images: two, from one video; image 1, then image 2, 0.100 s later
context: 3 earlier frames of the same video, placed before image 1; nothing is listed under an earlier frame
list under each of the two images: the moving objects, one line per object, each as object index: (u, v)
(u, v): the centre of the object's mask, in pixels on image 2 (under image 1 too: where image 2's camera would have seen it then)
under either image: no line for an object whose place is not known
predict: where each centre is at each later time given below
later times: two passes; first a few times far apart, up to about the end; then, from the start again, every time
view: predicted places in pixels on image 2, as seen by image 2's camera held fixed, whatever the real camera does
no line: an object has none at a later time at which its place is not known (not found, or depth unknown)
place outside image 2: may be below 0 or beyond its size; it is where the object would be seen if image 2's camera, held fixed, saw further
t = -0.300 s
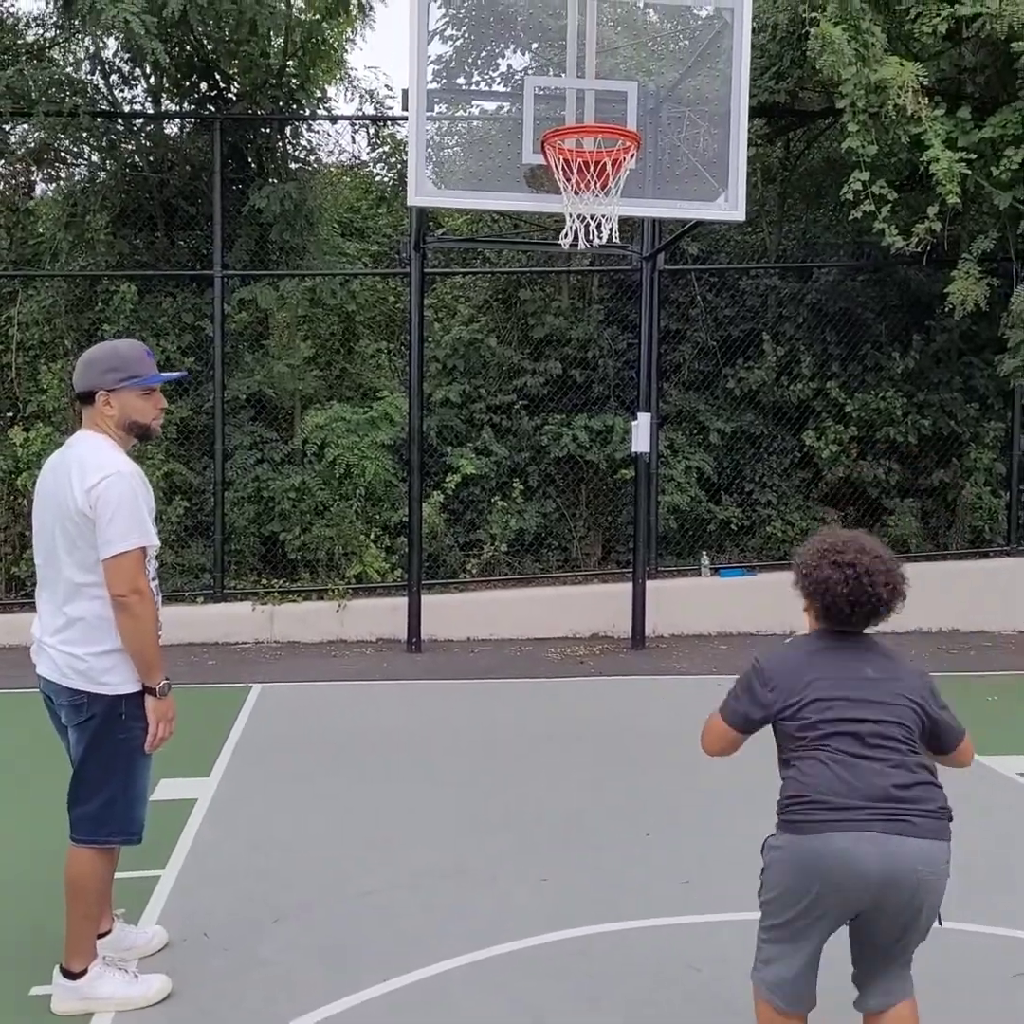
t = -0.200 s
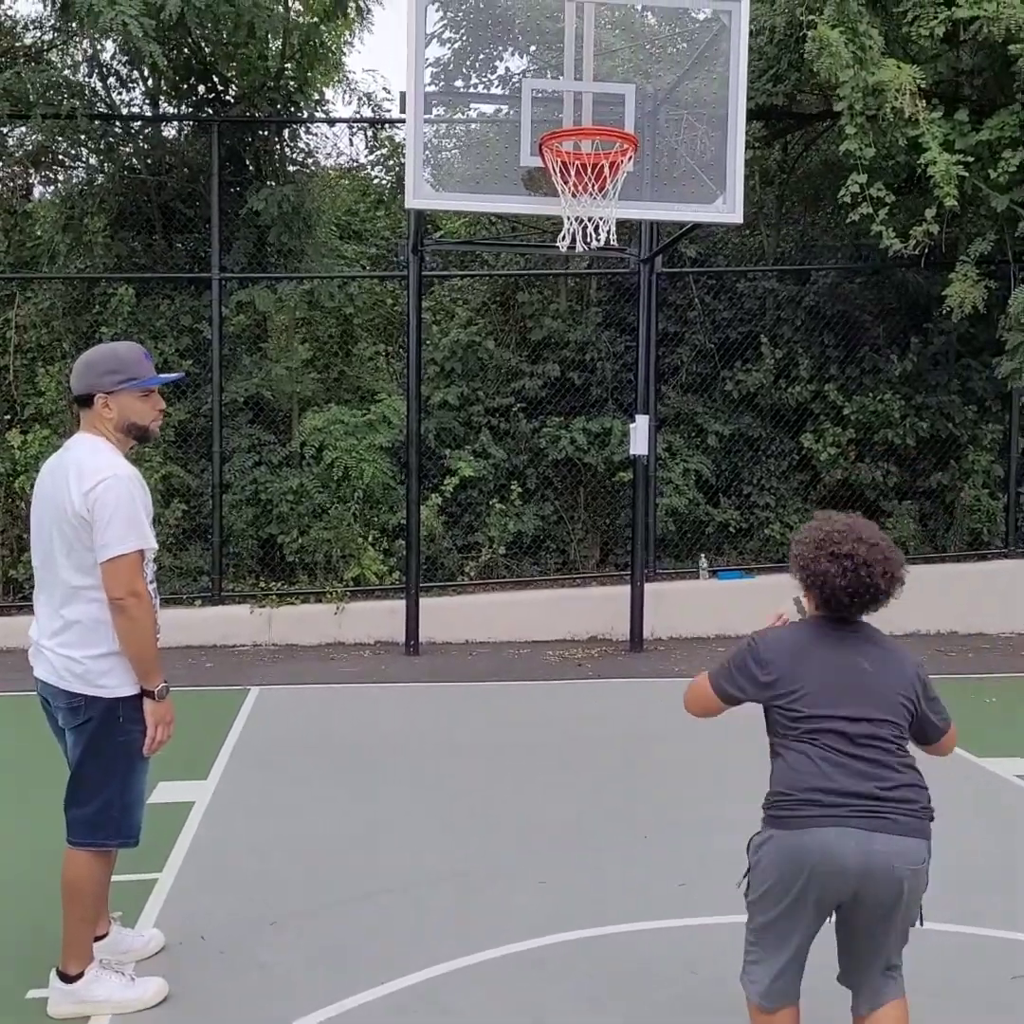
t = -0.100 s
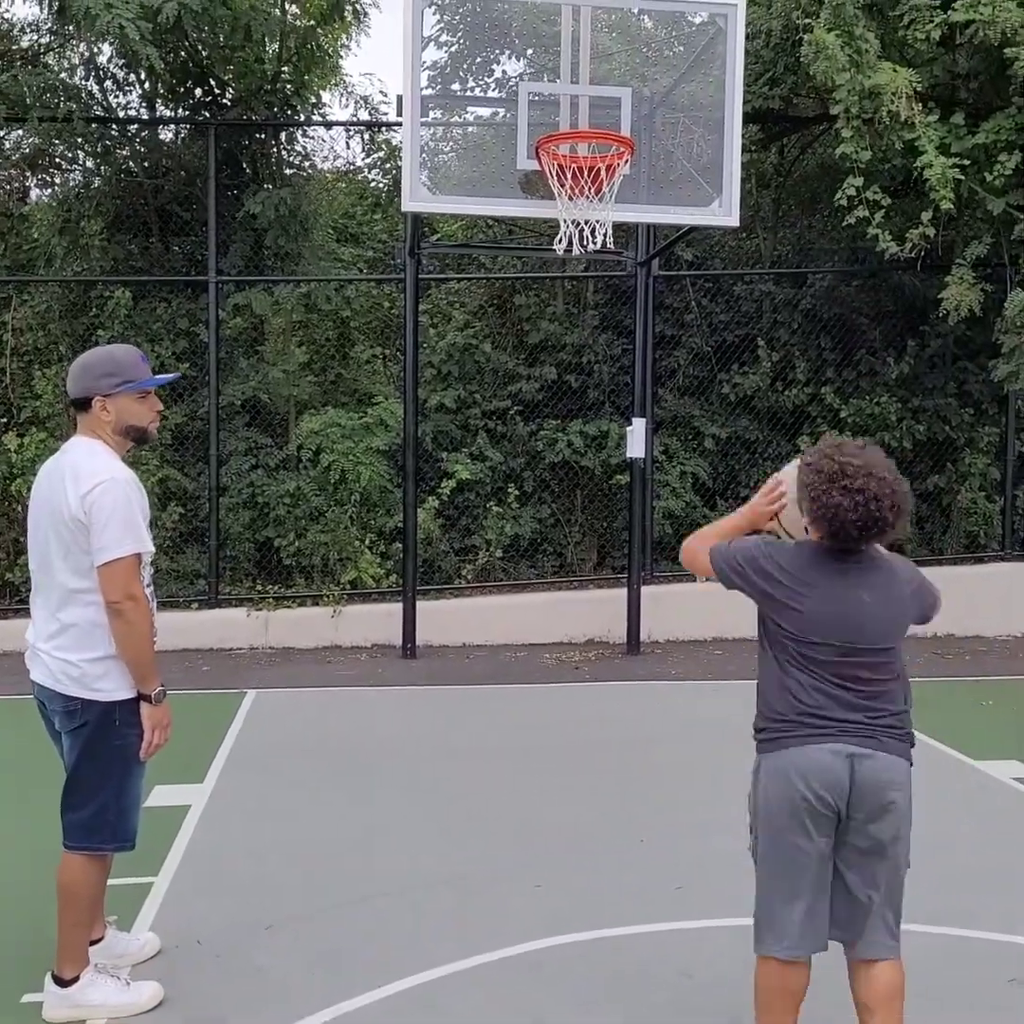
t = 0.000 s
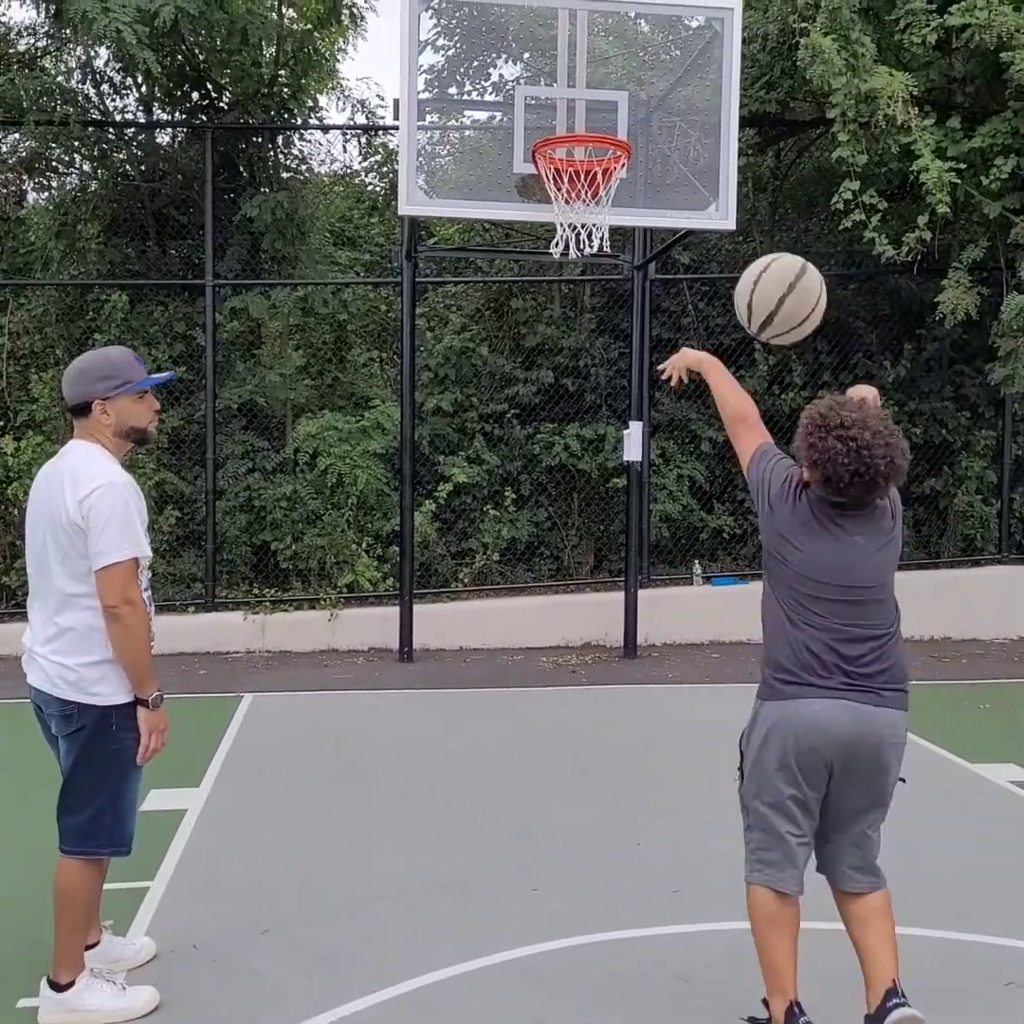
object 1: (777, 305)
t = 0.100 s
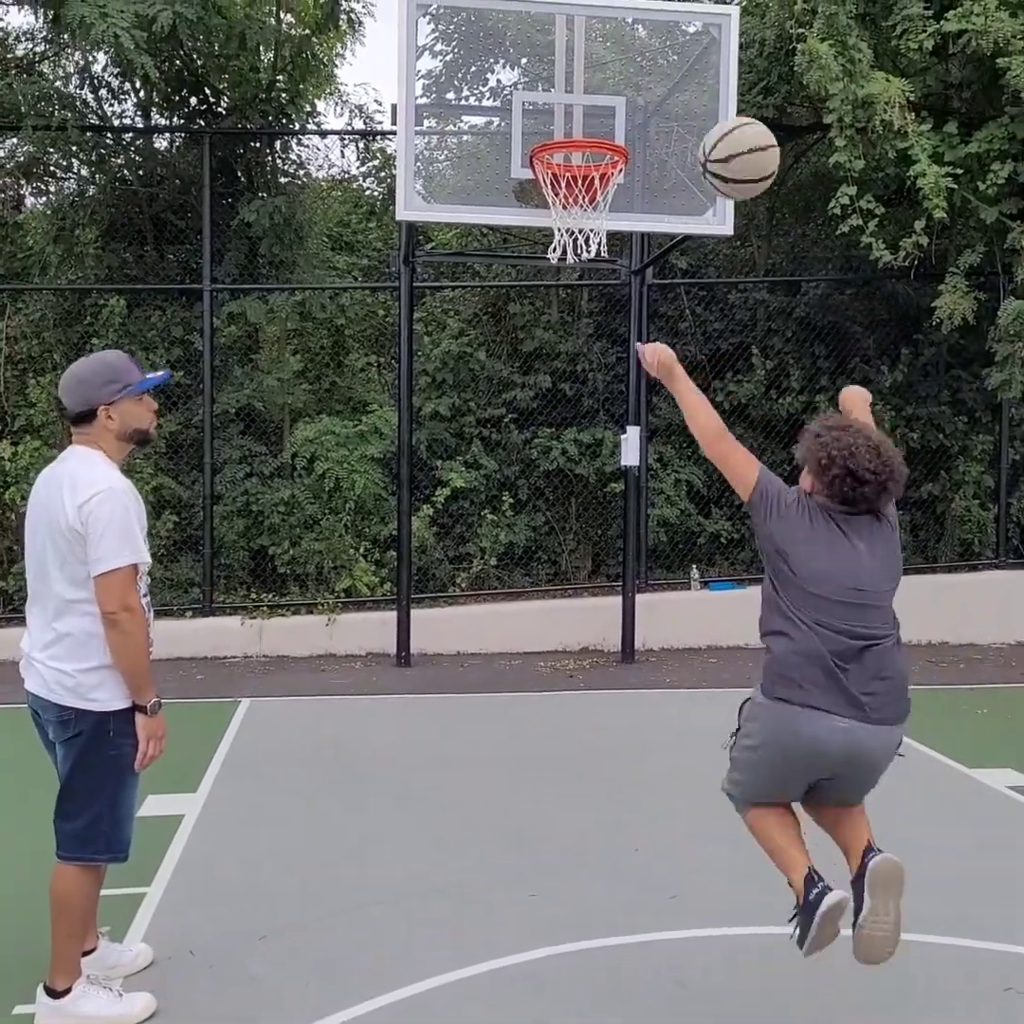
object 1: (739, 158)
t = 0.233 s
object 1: (700, 51)
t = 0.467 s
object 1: (650, 17)
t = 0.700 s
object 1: (612, 98)
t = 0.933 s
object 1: (586, 88)
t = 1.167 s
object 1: (579, 72)
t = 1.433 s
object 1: (567, 176)
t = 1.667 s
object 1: (570, 308)
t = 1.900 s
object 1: (573, 521)
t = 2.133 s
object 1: (578, 674)
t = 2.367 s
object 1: (588, 515)
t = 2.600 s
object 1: (598, 461)
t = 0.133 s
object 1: (729, 124)
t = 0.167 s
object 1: (718, 95)
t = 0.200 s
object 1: (708, 71)
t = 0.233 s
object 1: (700, 51)
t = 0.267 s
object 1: (692, 38)
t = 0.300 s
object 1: (684, 28)
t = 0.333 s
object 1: (677, 20)
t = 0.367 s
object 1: (669, 14)
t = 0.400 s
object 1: (662, 12)
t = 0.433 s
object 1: (657, 14)
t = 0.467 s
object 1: (650, 17)
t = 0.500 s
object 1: (645, 23)
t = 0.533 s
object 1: (637, 32)
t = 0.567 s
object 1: (632, 42)
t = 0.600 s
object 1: (627, 52)
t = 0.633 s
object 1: (622, 66)
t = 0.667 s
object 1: (617, 81)
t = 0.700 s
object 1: (612, 98)
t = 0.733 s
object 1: (608, 117)
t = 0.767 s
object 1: (602, 128)
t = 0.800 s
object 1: (600, 126)
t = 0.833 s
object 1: (593, 122)
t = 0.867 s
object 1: (592, 112)
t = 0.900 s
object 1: (588, 100)
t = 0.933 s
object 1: (586, 88)
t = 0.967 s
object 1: (586, 80)
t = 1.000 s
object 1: (585, 74)
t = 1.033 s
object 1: (583, 71)
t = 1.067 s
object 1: (581, 70)
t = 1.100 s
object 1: (580, 69)
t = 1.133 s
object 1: (580, 68)
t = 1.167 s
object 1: (579, 72)
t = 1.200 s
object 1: (578, 78)
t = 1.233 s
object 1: (577, 86)
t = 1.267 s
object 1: (575, 97)
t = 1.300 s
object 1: (573, 111)
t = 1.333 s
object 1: (572, 121)
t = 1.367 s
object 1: (572, 135)
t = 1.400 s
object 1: (573, 164)
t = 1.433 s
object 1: (567, 176)
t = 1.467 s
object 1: (567, 199)
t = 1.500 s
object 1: (566, 219)
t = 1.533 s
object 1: (569, 233)
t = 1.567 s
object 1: (569, 246)
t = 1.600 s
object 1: (570, 264)
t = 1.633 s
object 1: (570, 285)
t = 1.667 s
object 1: (570, 308)
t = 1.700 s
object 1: (571, 333)
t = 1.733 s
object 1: (571, 359)
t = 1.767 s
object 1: (572, 388)
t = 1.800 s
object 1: (572, 418)
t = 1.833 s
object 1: (572, 451)
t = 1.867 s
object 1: (572, 485)
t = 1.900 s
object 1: (573, 521)
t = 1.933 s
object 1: (573, 559)
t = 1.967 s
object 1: (573, 598)
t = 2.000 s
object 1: (572, 644)
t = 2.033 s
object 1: (575, 681)
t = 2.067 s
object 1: (576, 727)
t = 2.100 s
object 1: (576, 707)
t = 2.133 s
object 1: (578, 674)
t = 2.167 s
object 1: (578, 648)
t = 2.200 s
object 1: (579, 618)
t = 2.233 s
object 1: (582, 591)
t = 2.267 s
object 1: (583, 570)
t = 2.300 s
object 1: (585, 549)
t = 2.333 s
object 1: (586, 531)
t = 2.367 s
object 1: (588, 515)
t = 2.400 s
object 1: (590, 501)
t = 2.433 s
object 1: (591, 489)
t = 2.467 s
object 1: (593, 479)
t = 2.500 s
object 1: (594, 471)
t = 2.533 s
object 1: (596, 466)
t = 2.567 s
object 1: (597, 462)
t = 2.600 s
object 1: (598, 461)
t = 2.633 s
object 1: (599, 461)
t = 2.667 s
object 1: (600, 464)
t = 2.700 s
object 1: (601, 468)
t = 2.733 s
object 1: (602, 474)
